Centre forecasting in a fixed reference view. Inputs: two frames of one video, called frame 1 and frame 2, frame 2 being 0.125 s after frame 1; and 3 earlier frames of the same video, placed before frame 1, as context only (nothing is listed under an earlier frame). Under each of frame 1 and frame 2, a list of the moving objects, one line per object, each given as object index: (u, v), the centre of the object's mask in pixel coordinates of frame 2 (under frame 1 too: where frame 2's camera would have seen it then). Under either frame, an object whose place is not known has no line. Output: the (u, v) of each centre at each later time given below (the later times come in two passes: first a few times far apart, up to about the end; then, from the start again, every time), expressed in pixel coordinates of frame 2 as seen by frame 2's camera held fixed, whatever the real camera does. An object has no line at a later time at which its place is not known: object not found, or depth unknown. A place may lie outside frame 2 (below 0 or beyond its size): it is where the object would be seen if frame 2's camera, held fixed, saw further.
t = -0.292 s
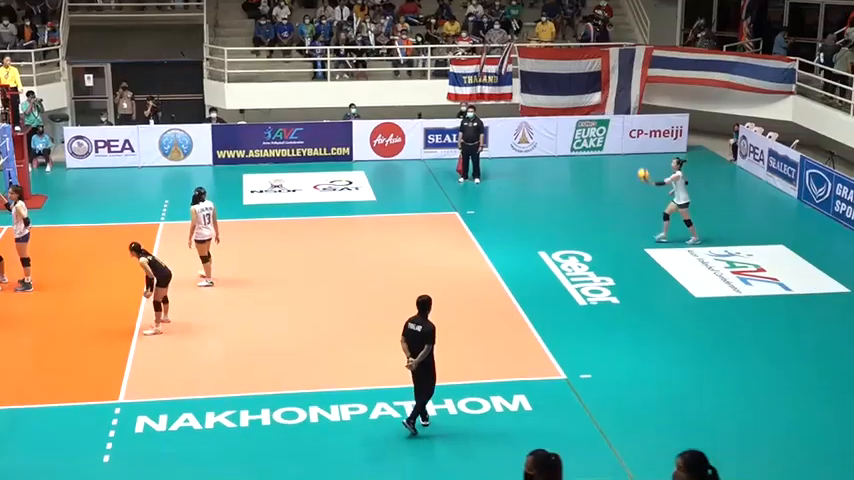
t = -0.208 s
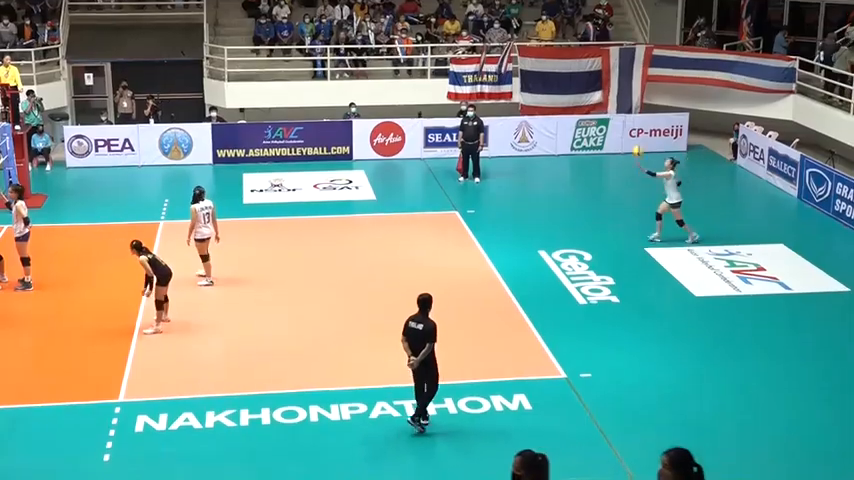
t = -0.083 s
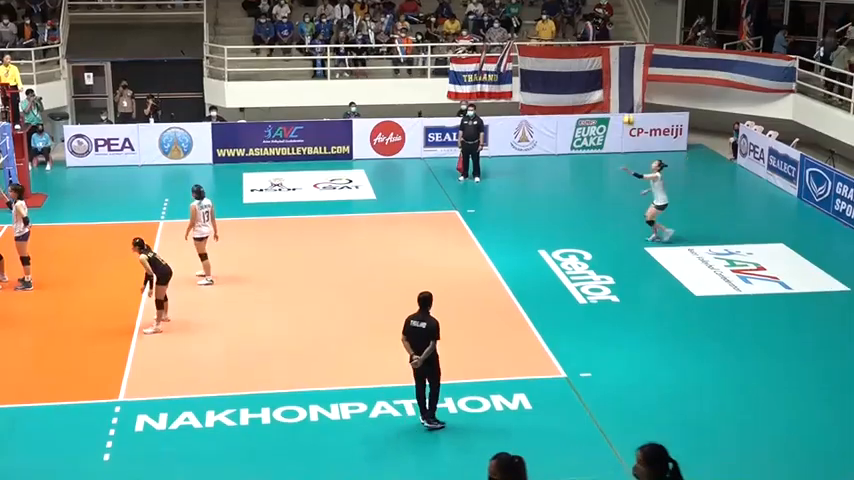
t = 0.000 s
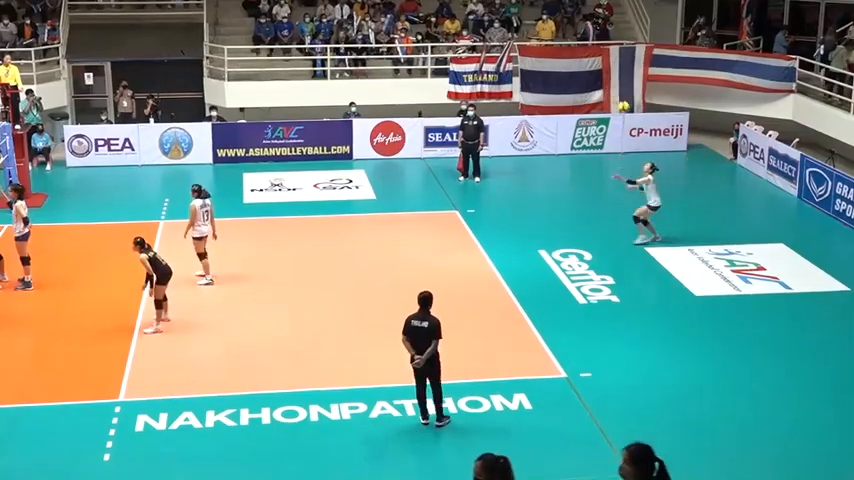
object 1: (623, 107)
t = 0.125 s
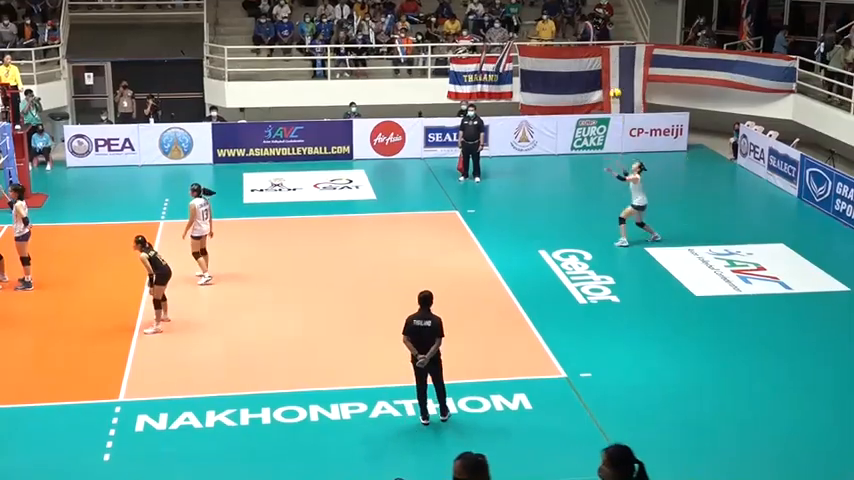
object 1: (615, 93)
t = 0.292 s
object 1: (603, 87)
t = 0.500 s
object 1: (587, 100)
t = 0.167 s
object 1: (611, 90)
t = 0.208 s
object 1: (609, 88)
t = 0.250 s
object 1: (605, 87)
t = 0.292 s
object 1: (603, 87)
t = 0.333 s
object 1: (599, 88)
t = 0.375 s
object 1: (597, 88)
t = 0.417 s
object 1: (593, 92)
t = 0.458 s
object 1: (591, 95)
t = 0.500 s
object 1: (587, 100)
